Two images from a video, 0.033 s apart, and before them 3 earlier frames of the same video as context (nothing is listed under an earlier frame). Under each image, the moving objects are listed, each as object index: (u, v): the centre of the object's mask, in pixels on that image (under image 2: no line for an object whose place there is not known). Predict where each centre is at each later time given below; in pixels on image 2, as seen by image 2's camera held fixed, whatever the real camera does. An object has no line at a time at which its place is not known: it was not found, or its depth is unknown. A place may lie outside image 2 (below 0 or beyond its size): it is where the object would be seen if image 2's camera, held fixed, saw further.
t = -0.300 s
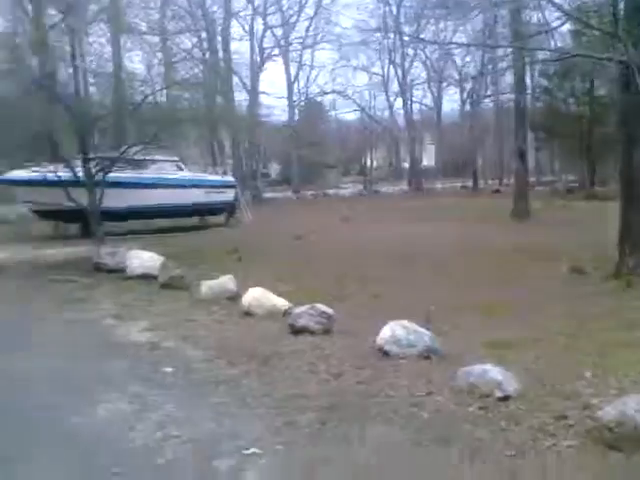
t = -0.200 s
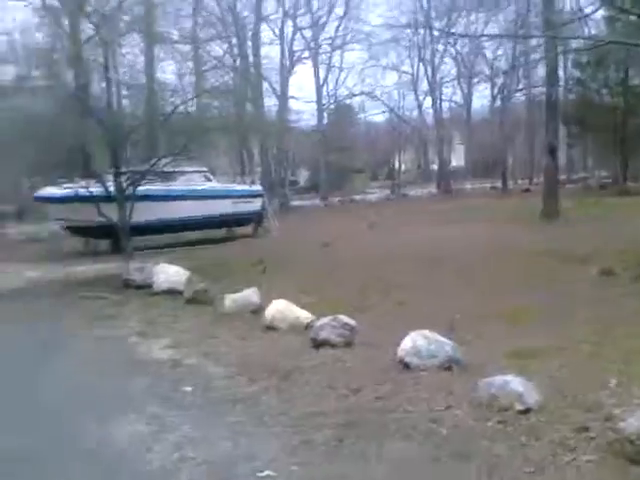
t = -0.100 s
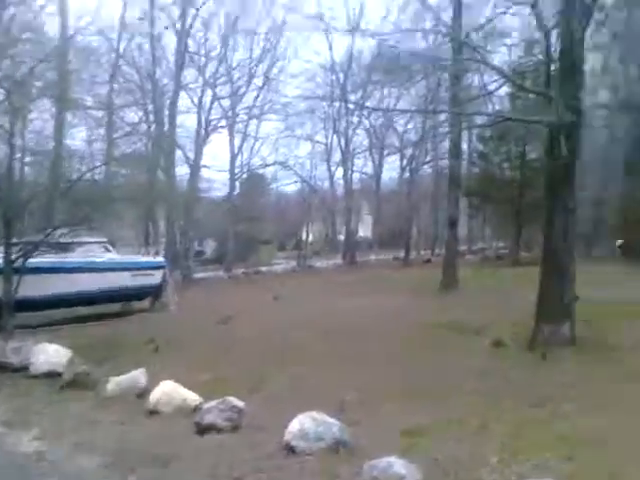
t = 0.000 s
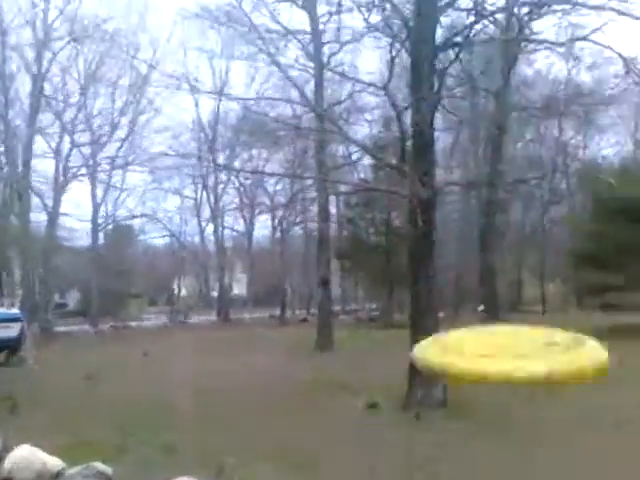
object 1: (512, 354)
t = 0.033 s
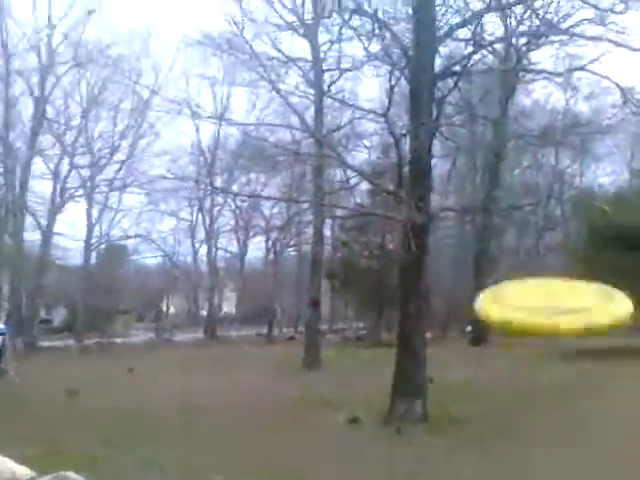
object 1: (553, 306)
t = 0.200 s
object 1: (648, 192)
